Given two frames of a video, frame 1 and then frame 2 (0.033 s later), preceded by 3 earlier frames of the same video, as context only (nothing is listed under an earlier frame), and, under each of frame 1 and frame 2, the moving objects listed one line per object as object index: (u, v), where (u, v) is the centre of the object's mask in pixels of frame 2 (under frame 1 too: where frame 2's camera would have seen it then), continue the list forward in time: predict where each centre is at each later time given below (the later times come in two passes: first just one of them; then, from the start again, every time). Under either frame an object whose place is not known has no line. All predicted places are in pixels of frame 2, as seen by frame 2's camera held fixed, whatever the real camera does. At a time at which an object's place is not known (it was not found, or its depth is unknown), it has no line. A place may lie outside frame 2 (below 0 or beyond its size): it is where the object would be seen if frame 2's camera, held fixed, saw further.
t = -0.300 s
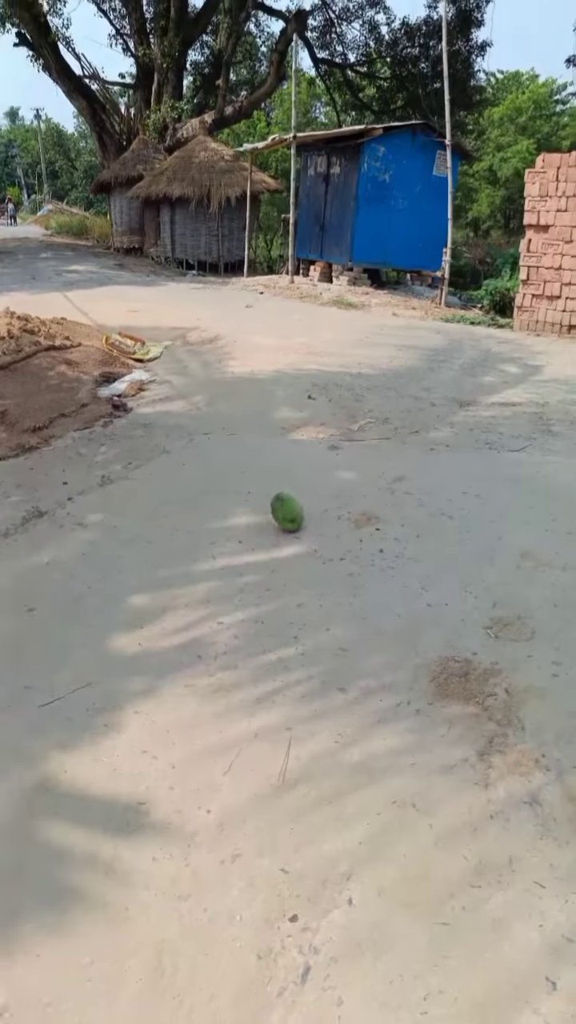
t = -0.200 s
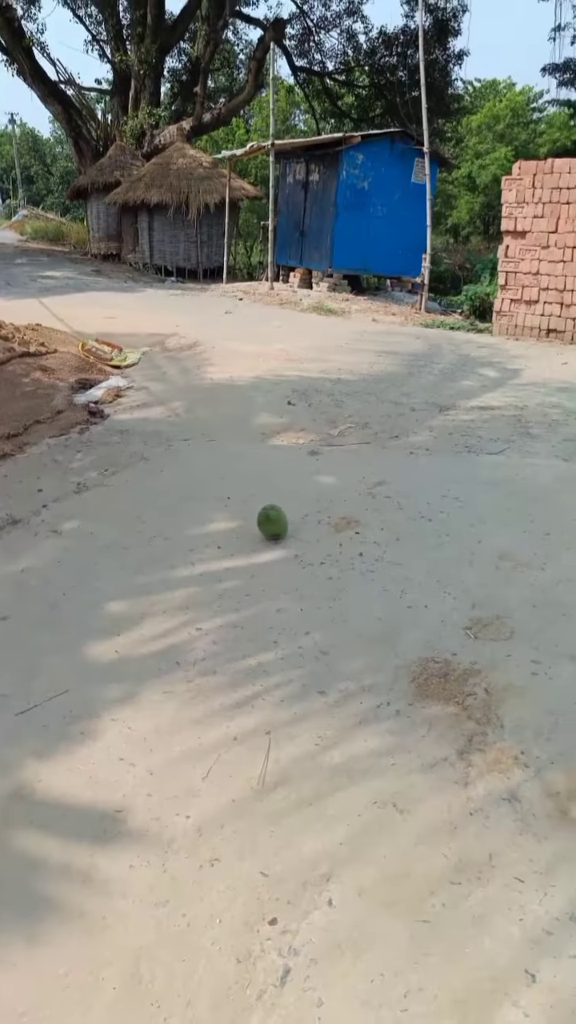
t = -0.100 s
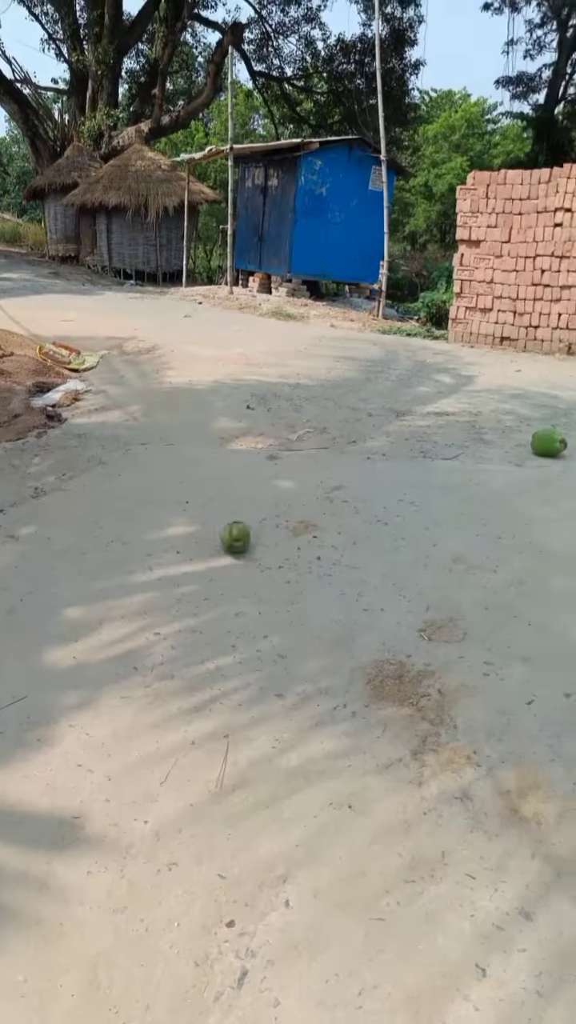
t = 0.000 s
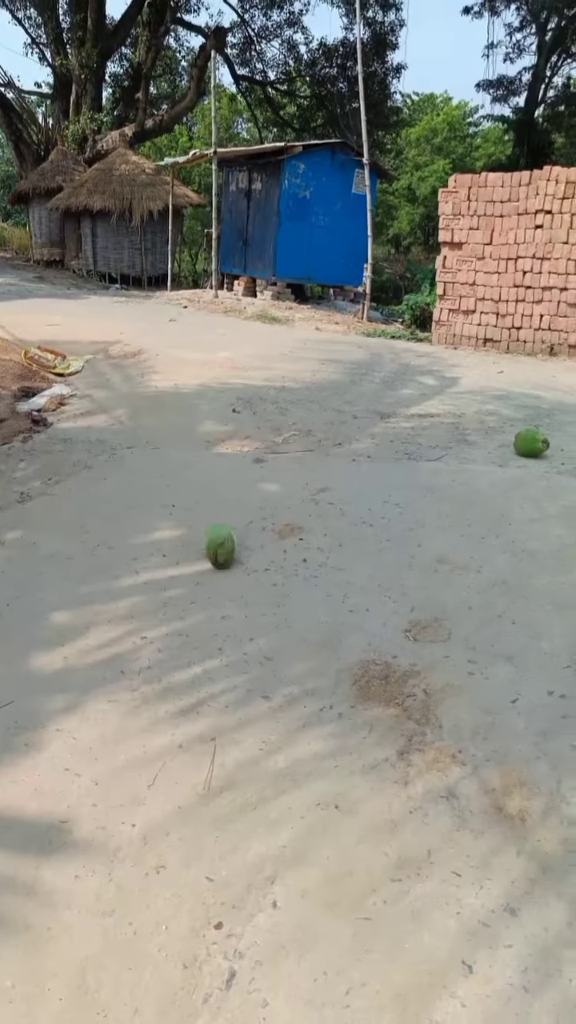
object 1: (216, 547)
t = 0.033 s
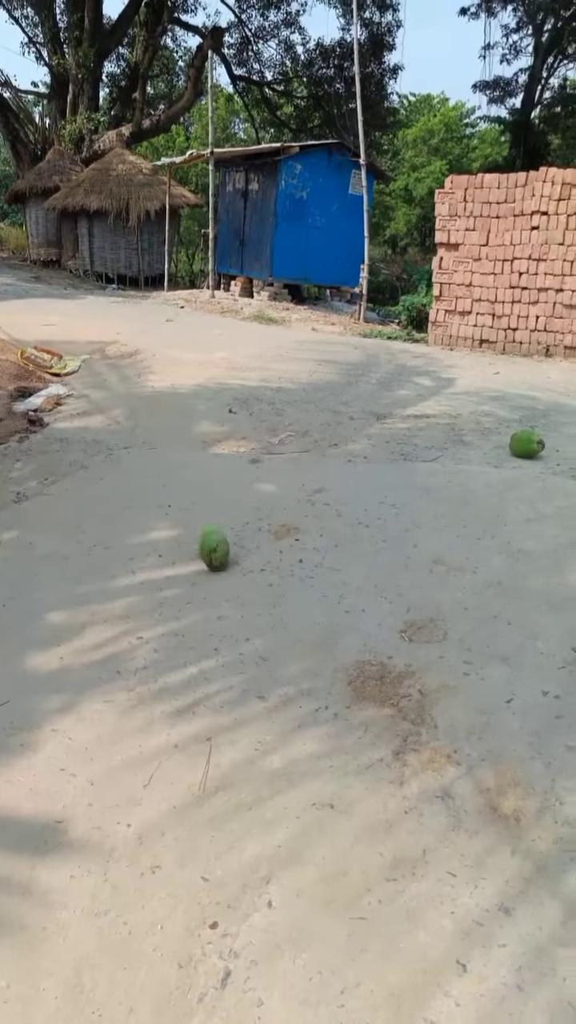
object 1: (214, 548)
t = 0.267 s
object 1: (191, 573)
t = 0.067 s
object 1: (212, 550)
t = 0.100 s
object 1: (209, 552)
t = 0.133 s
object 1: (207, 555)
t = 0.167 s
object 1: (204, 559)
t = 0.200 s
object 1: (200, 563)
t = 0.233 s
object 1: (196, 569)
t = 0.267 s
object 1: (191, 573)
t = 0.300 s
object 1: (185, 574)
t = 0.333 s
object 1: (180, 575)
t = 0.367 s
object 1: (175, 575)
